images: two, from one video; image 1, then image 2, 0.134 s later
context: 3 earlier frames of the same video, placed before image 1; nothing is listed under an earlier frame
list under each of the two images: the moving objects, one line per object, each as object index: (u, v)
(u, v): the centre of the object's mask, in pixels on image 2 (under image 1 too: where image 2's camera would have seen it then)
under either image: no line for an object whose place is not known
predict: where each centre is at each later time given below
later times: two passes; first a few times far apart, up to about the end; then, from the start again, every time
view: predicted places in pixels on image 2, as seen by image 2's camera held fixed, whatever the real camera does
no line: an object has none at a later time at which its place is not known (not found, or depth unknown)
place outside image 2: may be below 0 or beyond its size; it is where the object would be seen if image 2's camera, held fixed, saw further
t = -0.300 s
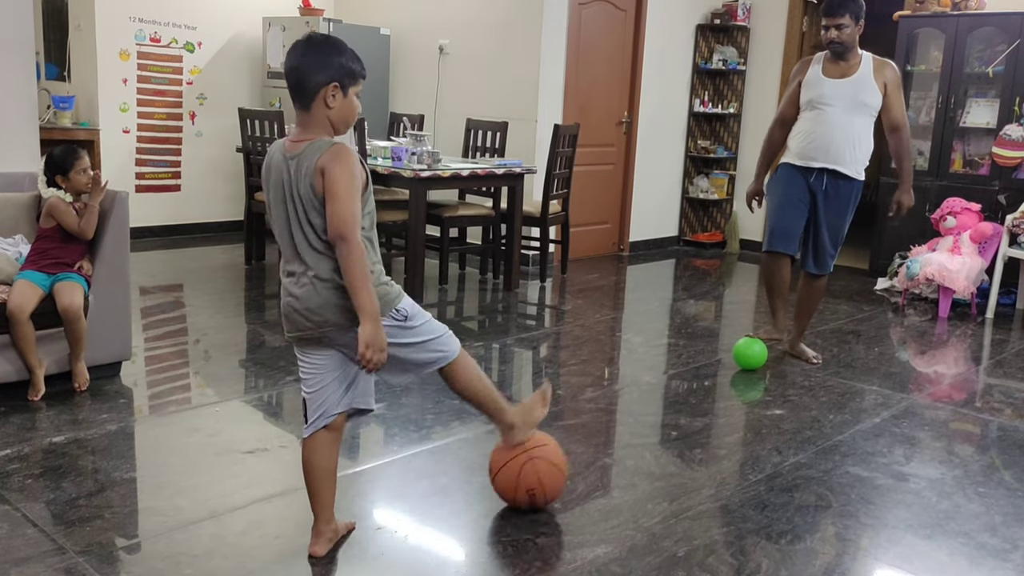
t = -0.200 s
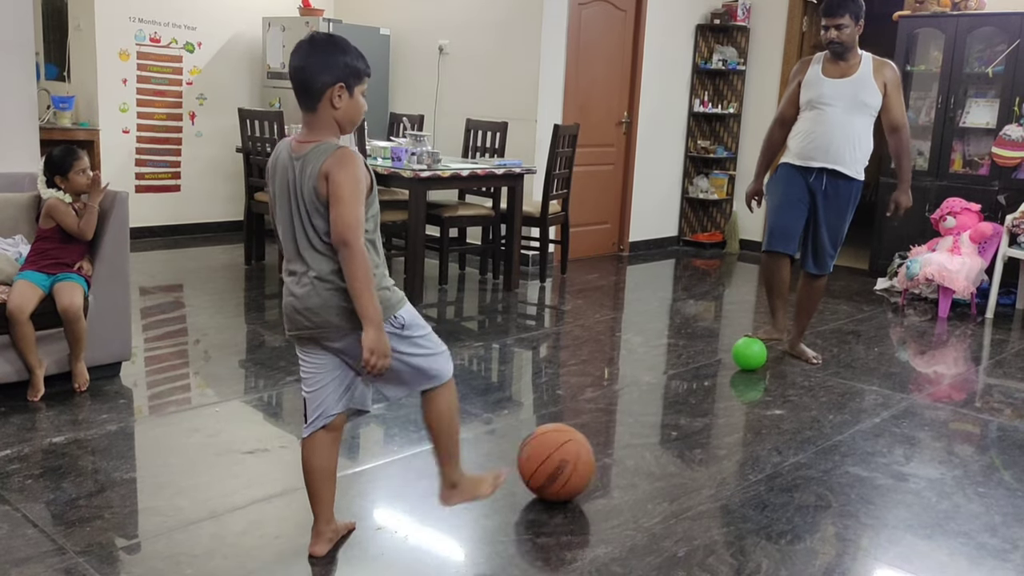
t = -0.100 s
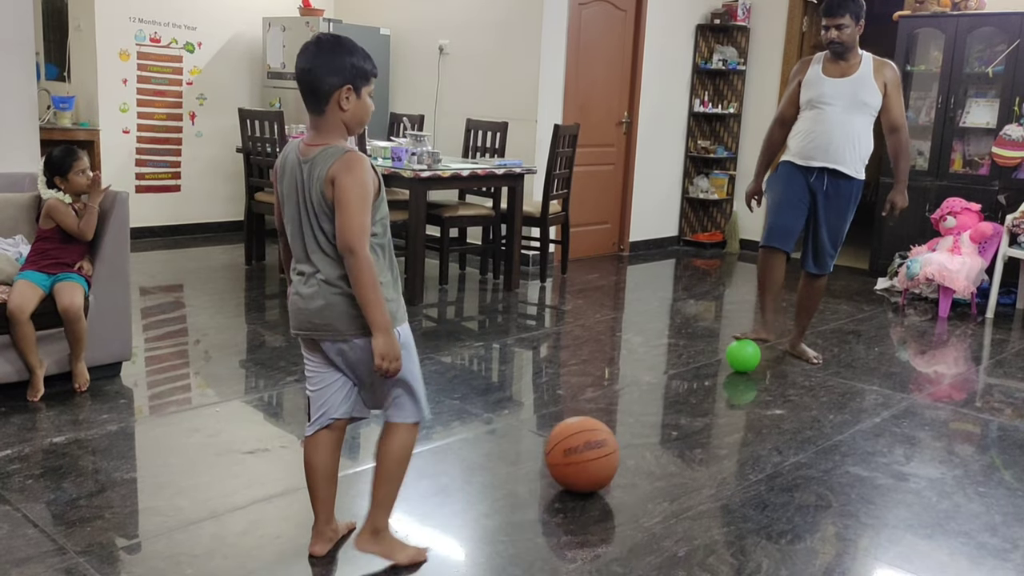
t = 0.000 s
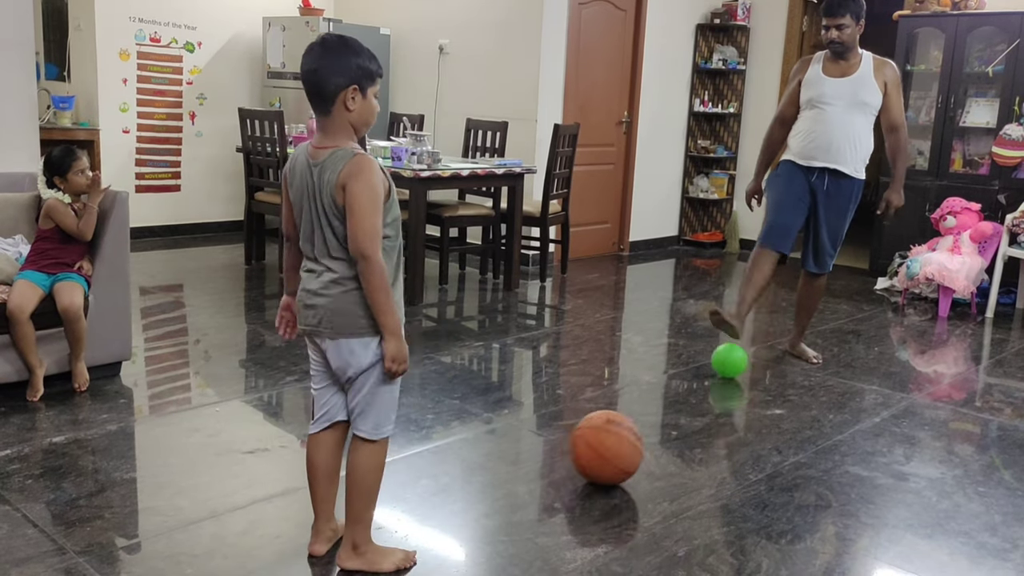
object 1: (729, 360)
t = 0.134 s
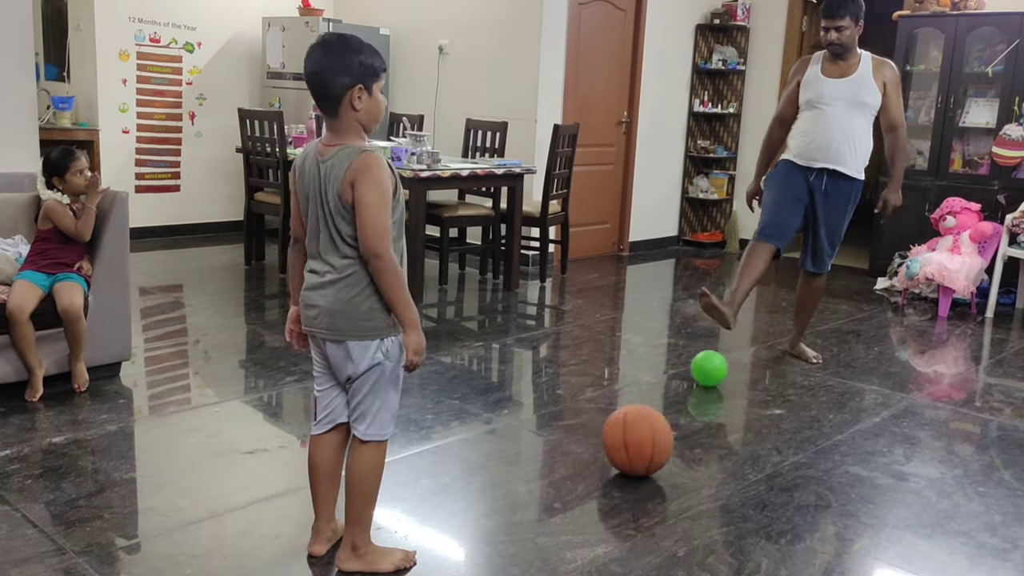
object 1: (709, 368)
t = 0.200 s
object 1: (699, 372)
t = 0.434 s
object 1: (663, 387)
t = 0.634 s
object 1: (630, 401)
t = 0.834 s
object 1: (596, 414)
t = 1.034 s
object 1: (561, 428)
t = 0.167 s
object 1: (704, 371)
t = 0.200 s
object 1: (699, 372)
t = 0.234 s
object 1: (694, 375)
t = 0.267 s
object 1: (689, 377)
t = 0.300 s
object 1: (684, 378)
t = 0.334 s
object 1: (679, 379)
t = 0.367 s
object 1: (673, 381)
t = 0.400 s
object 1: (668, 383)
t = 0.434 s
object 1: (663, 387)
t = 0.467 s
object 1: (658, 389)
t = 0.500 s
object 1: (652, 392)
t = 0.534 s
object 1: (647, 394)
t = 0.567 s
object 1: (642, 396)
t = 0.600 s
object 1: (636, 399)
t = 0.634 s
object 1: (630, 401)
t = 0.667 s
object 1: (625, 403)
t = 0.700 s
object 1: (619, 405)
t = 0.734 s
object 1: (613, 407)
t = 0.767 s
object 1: (608, 409)
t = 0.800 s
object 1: (602, 412)
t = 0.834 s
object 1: (596, 414)
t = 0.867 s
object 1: (590, 416)
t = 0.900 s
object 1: (585, 419)
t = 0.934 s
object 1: (578, 421)
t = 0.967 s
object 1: (573, 424)
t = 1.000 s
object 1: (567, 426)
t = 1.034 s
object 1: (561, 428)
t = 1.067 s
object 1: (556, 431)
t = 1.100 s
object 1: (550, 433)
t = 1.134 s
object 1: (544, 435)
